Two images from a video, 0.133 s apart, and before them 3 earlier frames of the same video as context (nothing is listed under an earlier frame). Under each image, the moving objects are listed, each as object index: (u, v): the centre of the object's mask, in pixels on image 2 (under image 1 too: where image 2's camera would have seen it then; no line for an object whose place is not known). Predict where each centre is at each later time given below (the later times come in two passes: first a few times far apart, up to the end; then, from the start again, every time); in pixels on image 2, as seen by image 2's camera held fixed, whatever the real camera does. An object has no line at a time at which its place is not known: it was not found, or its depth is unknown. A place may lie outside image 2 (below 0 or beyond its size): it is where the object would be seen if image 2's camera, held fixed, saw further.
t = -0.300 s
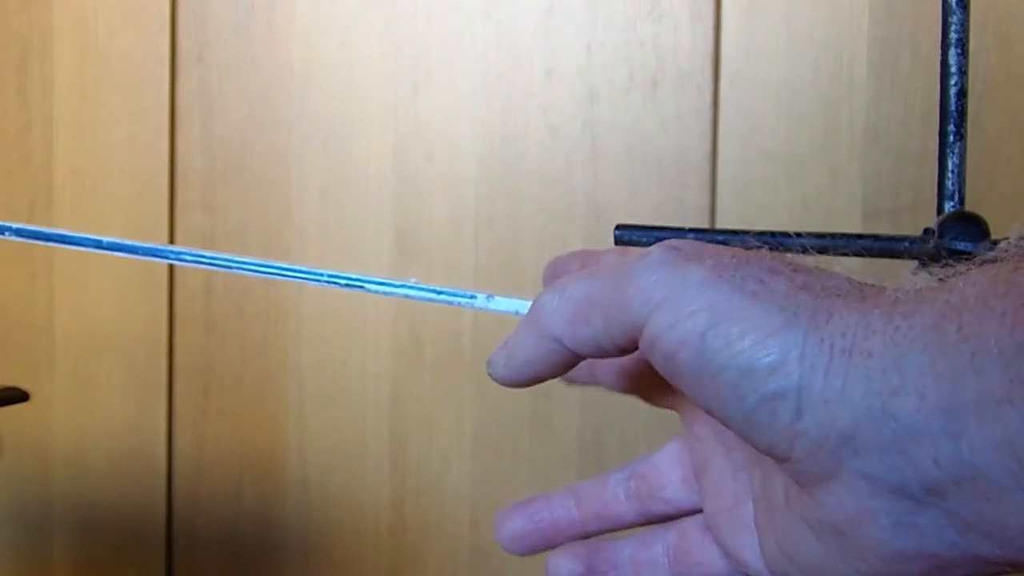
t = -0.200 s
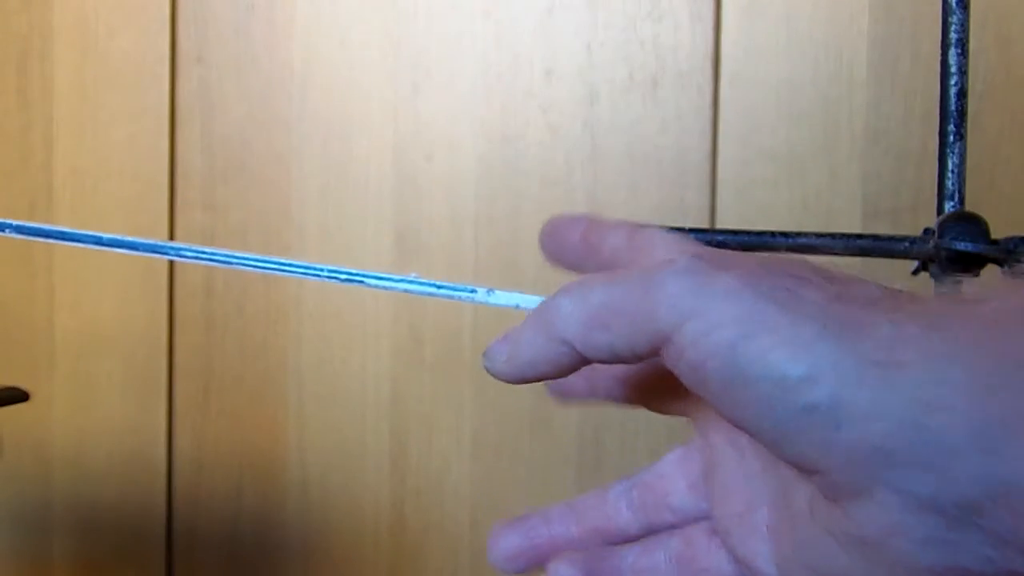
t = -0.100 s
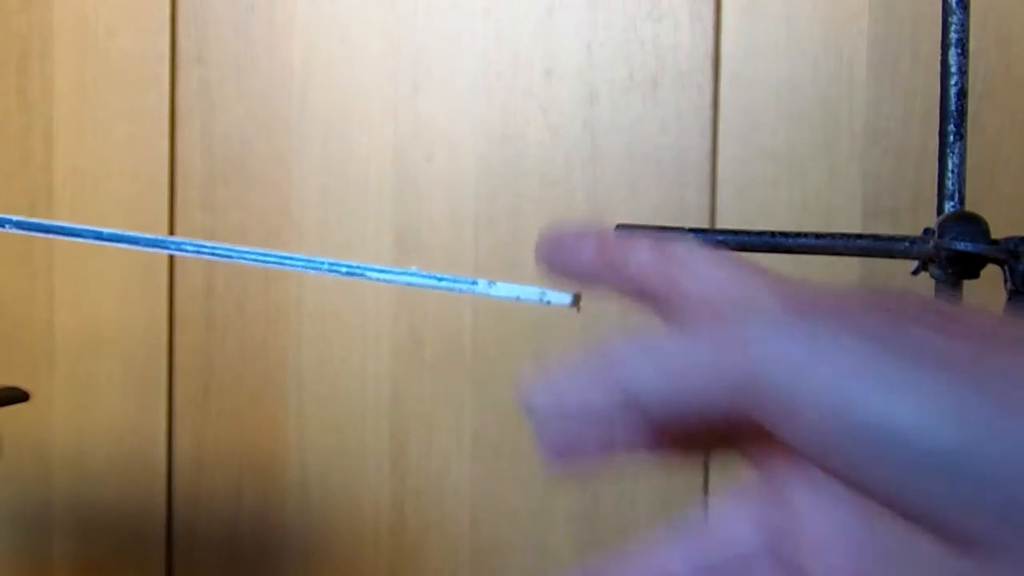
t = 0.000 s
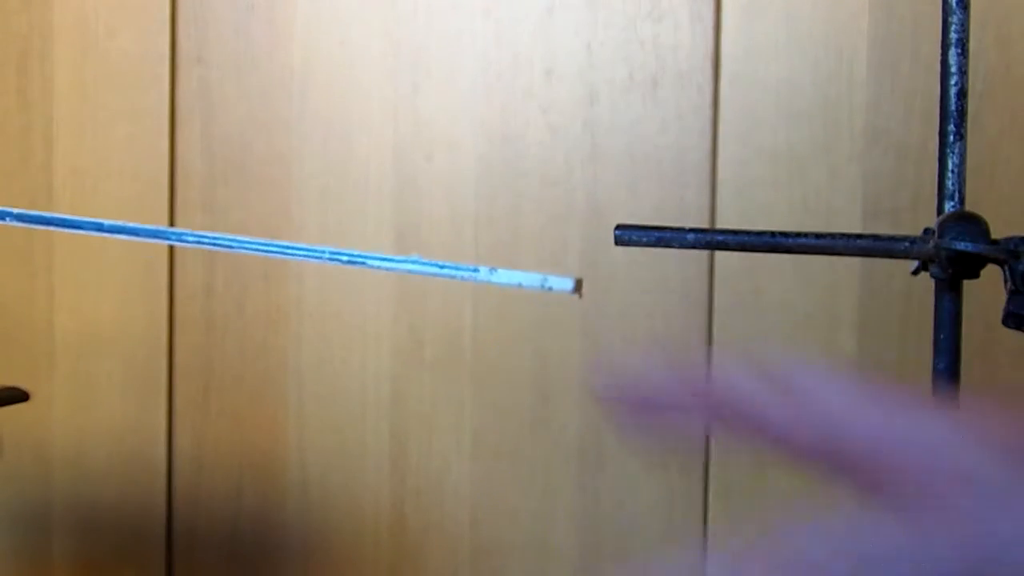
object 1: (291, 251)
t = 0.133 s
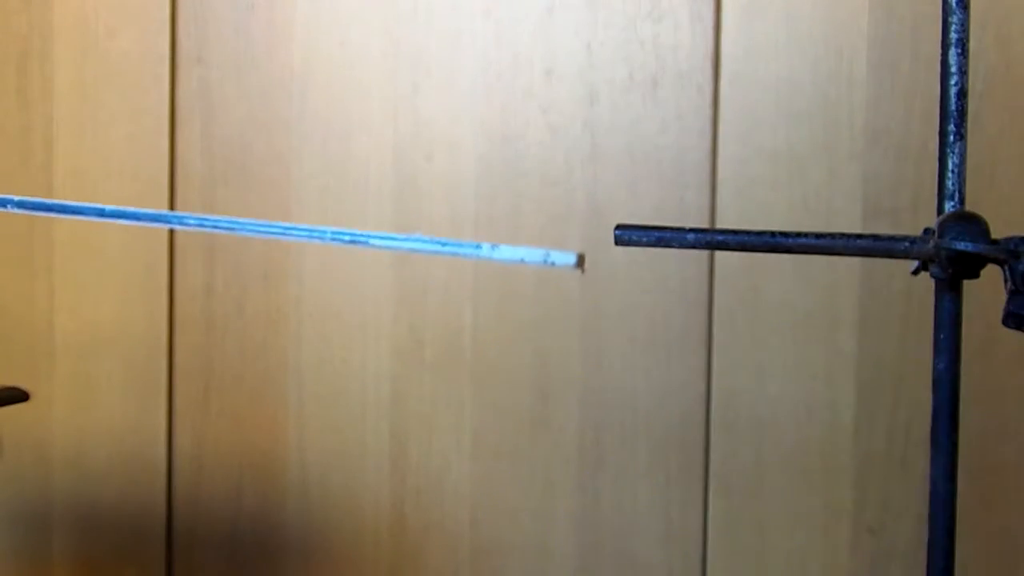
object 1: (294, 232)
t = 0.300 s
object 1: (299, 208)
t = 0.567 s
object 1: (300, 171)
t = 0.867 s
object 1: (300, 148)
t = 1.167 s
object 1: (298, 156)
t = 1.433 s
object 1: (298, 184)
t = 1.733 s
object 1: (295, 225)
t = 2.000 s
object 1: (290, 257)
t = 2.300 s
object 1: (290, 266)
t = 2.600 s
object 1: (295, 241)
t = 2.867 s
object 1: (298, 204)
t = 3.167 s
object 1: (299, 169)
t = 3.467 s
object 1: (301, 151)
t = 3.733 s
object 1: (301, 160)
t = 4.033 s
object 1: (299, 190)
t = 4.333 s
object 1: (294, 227)
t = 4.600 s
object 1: (291, 255)
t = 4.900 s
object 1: (290, 261)
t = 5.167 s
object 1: (294, 241)
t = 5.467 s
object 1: (298, 204)
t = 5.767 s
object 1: (298, 172)
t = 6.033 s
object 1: (299, 156)
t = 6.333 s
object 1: (299, 162)
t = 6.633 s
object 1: (298, 189)
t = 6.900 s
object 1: (296, 220)
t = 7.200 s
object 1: (294, 251)
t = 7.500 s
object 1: (290, 259)
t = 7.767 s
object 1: (295, 242)
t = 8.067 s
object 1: (298, 209)
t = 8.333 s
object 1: (297, 181)
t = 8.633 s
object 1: (299, 161)
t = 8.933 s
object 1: (299, 163)
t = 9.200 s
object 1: (299, 182)
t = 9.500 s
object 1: (296, 212)
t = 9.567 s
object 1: (296, 219)
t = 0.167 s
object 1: (294, 228)
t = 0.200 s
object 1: (294, 223)
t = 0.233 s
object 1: (297, 217)
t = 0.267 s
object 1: (297, 212)
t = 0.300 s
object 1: (299, 208)
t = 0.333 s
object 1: (298, 204)
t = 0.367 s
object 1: (300, 199)
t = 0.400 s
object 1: (298, 193)
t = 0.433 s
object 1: (299, 188)
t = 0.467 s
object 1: (298, 184)
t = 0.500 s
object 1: (298, 181)
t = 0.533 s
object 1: (299, 176)
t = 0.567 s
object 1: (300, 171)
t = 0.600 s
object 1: (299, 167)
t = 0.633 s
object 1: (301, 164)
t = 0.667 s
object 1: (300, 161)
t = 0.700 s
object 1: (301, 158)
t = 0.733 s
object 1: (299, 154)
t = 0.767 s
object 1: (301, 152)
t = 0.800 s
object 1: (301, 151)
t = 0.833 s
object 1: (301, 149)
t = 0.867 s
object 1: (300, 148)
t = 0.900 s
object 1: (299, 146)
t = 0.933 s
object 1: (299, 146)
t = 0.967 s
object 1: (299, 147)
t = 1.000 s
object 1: (299, 147)
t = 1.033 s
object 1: (299, 148)
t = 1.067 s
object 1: (299, 148)
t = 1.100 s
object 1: (300, 150)
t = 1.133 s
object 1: (298, 153)
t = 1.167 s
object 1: (298, 156)
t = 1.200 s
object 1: (301, 158)
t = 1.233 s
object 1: (299, 160)
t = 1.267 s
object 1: (300, 164)
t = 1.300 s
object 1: (300, 168)
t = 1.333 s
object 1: (299, 172)
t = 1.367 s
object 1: (300, 175)
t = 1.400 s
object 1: (297, 179)
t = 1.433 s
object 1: (298, 184)
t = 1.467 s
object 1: (298, 189)
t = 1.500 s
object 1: (298, 193)
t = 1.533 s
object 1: (298, 197)
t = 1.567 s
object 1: (297, 201)
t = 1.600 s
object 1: (297, 206)
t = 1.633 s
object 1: (296, 212)
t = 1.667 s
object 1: (296, 216)
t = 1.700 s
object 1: (296, 220)
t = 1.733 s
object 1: (295, 225)
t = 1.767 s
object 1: (295, 230)
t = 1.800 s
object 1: (294, 235)
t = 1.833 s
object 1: (294, 239)
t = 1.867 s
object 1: (294, 243)
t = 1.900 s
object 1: (293, 247)
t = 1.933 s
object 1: (293, 251)
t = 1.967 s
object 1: (291, 255)
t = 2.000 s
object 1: (290, 257)
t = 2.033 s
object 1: (290, 260)
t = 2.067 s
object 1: (290, 262)
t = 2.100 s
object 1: (290, 264)
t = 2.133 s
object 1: (290, 266)
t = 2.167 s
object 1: (290, 266)
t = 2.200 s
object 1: (290, 267)
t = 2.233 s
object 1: (290, 267)
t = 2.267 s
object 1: (289, 267)
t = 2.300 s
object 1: (290, 266)
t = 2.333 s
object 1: (291, 264)
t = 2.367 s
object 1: (291, 262)
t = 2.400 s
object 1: (291, 261)
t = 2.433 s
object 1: (291, 258)
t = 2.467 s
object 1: (293, 256)
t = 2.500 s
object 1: (294, 252)
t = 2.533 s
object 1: (293, 248)
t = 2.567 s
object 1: (294, 245)
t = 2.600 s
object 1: (295, 241)
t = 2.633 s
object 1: (296, 237)
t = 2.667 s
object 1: (297, 232)
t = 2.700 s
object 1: (296, 227)
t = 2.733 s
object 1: (297, 223)
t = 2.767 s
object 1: (298, 219)
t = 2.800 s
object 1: (297, 214)
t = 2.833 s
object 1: (298, 209)
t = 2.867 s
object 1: (298, 204)
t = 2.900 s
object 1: (297, 201)
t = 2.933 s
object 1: (297, 197)
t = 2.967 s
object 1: (297, 192)
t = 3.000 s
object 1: (298, 188)
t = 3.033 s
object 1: (297, 184)
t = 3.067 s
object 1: (299, 180)
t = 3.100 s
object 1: (298, 176)
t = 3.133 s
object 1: (299, 172)
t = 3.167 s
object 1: (299, 169)
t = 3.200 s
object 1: (299, 166)
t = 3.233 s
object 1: (299, 163)
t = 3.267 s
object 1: (299, 160)
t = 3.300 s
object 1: (300, 158)
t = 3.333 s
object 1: (298, 156)
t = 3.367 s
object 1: (298, 154)
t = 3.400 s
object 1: (299, 153)
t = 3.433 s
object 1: (299, 152)
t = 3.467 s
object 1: (301, 151)
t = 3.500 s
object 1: (300, 151)
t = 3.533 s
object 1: (300, 151)
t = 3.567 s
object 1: (299, 152)
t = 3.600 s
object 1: (299, 152)
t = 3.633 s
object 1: (299, 153)
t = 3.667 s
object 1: (297, 155)
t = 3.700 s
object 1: (299, 157)
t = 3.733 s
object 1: (301, 160)
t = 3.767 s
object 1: (299, 162)
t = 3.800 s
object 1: (301, 164)
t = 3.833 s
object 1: (299, 167)
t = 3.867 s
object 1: (299, 171)
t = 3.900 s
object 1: (299, 175)
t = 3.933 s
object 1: (296, 178)
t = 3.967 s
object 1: (298, 181)
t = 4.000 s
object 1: (297, 185)
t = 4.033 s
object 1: (299, 190)
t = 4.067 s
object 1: (298, 194)
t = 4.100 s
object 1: (298, 198)
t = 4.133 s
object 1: (297, 201)
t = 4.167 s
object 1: (297, 206)
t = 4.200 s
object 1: (296, 210)
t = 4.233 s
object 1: (296, 215)
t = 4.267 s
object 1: (297, 219)
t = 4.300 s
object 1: (295, 223)
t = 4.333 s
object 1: (294, 227)
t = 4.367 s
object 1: (295, 232)
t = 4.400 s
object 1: (293, 236)
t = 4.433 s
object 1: (293, 239)
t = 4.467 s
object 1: (293, 243)
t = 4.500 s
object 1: (292, 247)
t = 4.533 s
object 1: (291, 250)
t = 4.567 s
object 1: (291, 253)
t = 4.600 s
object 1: (291, 255)
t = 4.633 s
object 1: (291, 258)
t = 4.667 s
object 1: (290, 260)
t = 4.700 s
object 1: (289, 261)
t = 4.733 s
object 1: (290, 262)
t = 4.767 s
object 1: (290, 263)
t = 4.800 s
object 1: (290, 263)
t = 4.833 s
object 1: (289, 263)
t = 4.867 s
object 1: (289, 263)
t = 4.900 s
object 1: (290, 261)
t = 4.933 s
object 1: (290, 260)
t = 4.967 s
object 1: (291, 258)
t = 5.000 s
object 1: (291, 256)
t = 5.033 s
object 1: (292, 254)
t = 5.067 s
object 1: (292, 251)
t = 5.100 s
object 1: (293, 247)
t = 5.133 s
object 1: (294, 244)
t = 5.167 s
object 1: (294, 241)
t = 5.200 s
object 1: (295, 237)
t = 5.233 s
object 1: (296, 233)
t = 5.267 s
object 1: (296, 229)
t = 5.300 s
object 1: (296, 225)
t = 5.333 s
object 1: (297, 221)
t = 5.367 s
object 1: (297, 217)
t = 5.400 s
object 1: (299, 212)
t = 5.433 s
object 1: (298, 208)
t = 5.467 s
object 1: (298, 204)
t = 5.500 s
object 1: (298, 200)
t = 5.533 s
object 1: (298, 196)
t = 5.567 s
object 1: (299, 192)
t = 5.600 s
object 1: (298, 189)
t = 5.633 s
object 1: (298, 185)
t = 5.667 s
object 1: (298, 182)
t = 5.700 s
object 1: (297, 178)
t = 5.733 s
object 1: (299, 175)
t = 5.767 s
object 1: (298, 172)
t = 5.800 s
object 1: (300, 169)
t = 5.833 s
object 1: (299, 166)
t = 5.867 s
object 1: (300, 164)
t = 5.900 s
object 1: (300, 162)
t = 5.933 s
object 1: (301, 160)
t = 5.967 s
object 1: (300, 158)
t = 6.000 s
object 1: (300, 157)
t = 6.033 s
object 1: (299, 156)
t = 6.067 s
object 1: (299, 155)
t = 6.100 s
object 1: (299, 155)
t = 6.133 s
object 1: (300, 155)
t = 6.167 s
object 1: (299, 156)
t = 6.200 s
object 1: (299, 156)
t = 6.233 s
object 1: (300, 157)
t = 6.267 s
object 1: (301, 159)
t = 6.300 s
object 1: (300, 160)
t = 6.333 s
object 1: (299, 162)
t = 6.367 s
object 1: (300, 164)
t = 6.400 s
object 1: (299, 167)
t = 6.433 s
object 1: (299, 170)
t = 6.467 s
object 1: (299, 173)
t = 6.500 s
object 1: (299, 176)
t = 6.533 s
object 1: (297, 178)
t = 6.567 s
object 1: (298, 182)
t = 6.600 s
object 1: (298, 185)
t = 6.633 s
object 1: (298, 189)
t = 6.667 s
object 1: (299, 193)
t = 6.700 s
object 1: (299, 196)
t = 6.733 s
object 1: (298, 200)
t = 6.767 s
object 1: (297, 204)
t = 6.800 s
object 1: (297, 208)
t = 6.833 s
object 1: (297, 212)
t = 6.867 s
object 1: (296, 216)
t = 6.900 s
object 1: (296, 220)
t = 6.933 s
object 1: (295, 224)
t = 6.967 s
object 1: (297, 228)
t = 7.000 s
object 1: (295, 232)
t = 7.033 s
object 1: (295, 235)
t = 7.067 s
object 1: (294, 239)
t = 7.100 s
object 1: (295, 242)
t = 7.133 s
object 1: (295, 246)
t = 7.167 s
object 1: (294, 248)
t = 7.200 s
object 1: (294, 251)
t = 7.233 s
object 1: (293, 253)
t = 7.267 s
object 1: (292, 255)
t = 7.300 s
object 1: (292, 257)
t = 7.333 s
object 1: (291, 258)
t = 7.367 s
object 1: (291, 259)
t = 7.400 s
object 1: (291, 260)
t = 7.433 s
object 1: (291, 260)
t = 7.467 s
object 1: (290, 260)
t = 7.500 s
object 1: (290, 259)
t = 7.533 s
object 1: (291, 258)
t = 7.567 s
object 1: (292, 257)
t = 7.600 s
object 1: (291, 255)
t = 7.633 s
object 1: (292, 253)
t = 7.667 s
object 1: (292, 250)
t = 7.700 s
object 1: (292, 248)
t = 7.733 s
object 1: (293, 245)
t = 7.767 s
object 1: (295, 242)
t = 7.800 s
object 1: (295, 239)
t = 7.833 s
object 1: (294, 235)
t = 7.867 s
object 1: (296, 232)
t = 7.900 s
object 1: (296, 228)
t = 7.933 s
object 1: (296, 224)
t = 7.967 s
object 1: (296, 220)
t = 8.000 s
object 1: (296, 216)
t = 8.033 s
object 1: (297, 212)
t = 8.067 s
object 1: (298, 209)
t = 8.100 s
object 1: (298, 205)
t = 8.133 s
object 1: (296, 201)
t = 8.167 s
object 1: (300, 198)
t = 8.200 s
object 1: (298, 194)
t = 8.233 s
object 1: (297, 191)
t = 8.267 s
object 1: (298, 187)
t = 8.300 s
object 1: (297, 184)
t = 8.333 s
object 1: (297, 181)
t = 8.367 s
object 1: (297, 178)
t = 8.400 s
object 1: (298, 176)
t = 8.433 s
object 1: (298, 173)
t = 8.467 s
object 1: (300, 170)
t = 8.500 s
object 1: (300, 168)
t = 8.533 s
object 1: (299, 166)
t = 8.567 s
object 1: (299, 164)
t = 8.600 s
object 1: (299, 163)
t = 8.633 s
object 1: (299, 161)
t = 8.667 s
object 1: (299, 160)
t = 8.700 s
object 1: (300, 160)
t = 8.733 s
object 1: (299, 159)
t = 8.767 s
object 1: (299, 159)
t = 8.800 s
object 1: (300, 159)
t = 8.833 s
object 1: (299, 160)
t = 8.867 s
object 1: (299, 160)
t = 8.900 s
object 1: (299, 162)
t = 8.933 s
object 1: (299, 163)
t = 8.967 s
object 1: (299, 164)
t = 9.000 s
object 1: (300, 166)
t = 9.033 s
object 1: (298, 168)
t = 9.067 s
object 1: (299, 171)
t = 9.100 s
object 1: (298, 173)
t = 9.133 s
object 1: (298, 176)
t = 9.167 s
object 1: (298, 179)
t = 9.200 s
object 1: (299, 182)
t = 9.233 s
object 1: (297, 185)
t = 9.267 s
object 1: (297, 188)
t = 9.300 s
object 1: (297, 191)
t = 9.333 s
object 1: (298, 195)
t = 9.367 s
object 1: (297, 198)
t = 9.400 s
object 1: (297, 201)
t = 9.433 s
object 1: (296, 205)
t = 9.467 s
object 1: (295, 208)
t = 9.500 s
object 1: (296, 212)
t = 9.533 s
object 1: (295, 216)
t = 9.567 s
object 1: (296, 219)
